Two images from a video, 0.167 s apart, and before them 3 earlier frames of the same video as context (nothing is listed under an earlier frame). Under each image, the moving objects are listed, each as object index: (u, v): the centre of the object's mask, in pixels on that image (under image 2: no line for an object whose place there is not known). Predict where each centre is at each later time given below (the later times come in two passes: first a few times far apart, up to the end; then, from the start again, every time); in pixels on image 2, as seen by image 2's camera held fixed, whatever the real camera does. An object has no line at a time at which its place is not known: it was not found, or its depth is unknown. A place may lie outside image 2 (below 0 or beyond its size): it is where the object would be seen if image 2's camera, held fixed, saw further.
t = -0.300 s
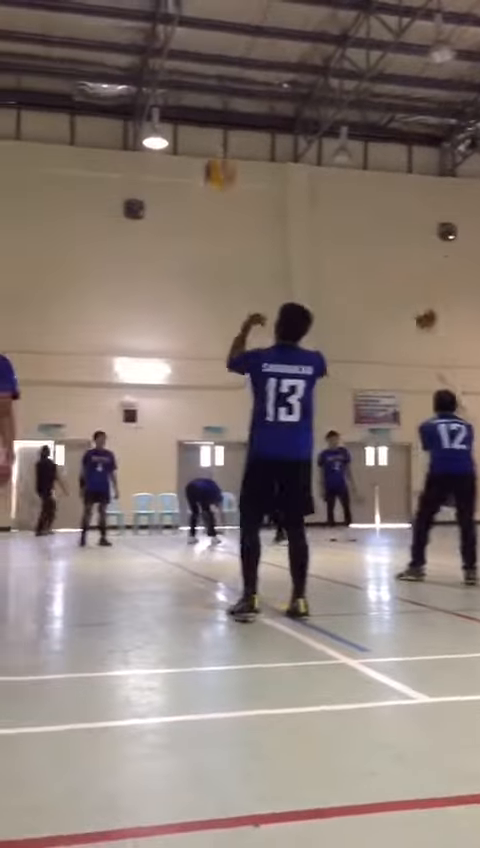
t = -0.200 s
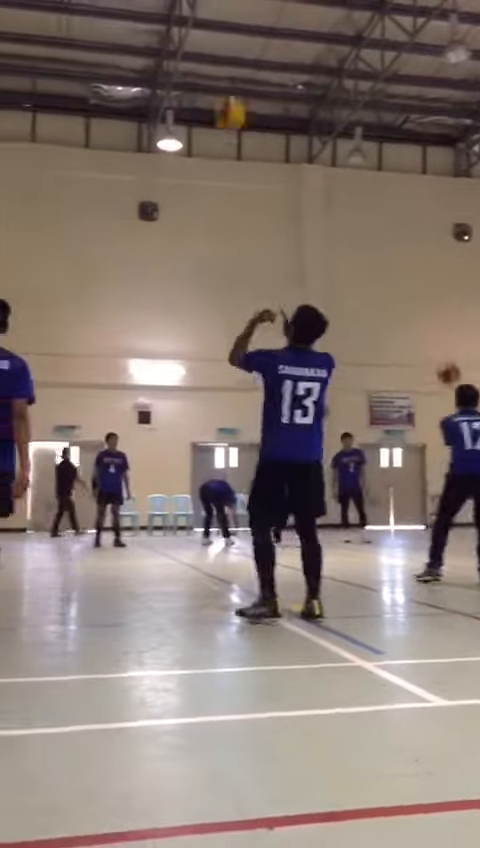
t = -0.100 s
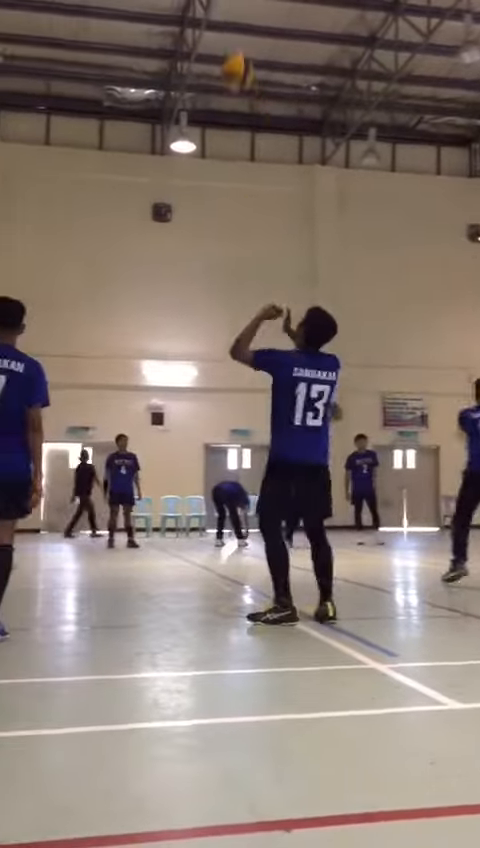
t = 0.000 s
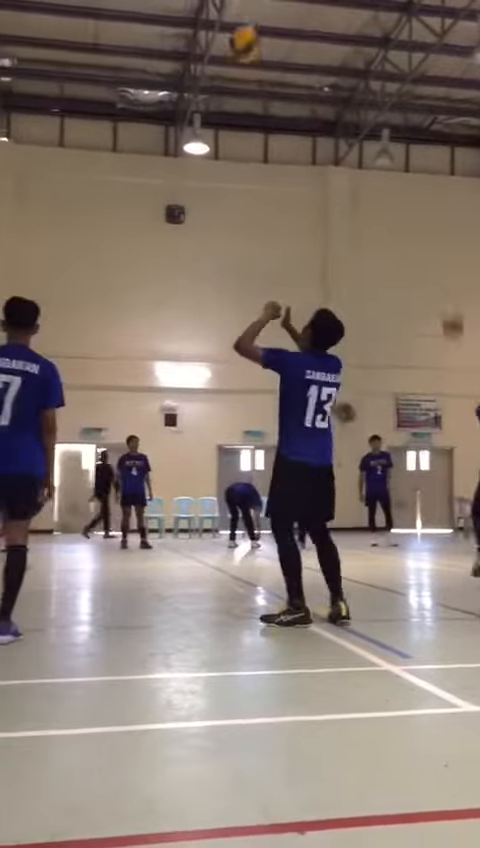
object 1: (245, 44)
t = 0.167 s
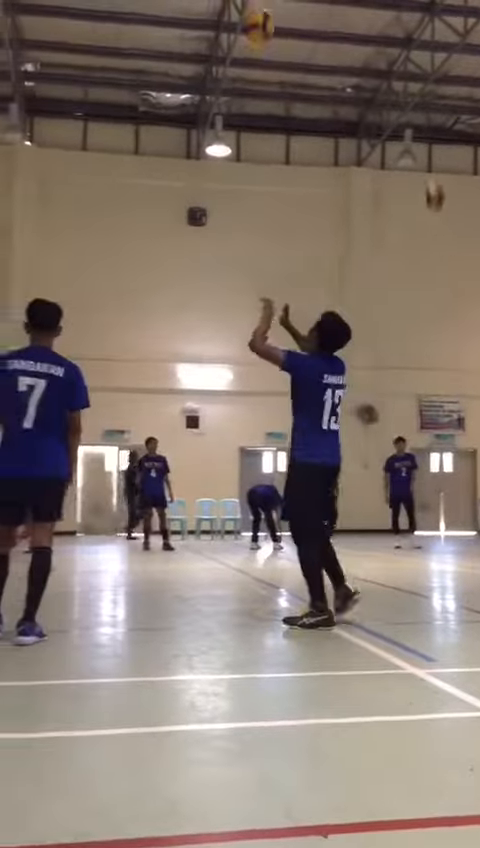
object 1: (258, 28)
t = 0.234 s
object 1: (254, 28)
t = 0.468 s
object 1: (241, 94)
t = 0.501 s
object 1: (240, 109)
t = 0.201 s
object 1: (255, 28)
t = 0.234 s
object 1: (254, 28)
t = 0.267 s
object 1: (253, 32)
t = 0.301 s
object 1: (252, 38)
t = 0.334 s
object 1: (248, 47)
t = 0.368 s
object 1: (246, 56)
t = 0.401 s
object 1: (244, 65)
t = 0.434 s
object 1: (243, 81)
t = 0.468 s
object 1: (241, 94)
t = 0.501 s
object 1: (240, 109)
